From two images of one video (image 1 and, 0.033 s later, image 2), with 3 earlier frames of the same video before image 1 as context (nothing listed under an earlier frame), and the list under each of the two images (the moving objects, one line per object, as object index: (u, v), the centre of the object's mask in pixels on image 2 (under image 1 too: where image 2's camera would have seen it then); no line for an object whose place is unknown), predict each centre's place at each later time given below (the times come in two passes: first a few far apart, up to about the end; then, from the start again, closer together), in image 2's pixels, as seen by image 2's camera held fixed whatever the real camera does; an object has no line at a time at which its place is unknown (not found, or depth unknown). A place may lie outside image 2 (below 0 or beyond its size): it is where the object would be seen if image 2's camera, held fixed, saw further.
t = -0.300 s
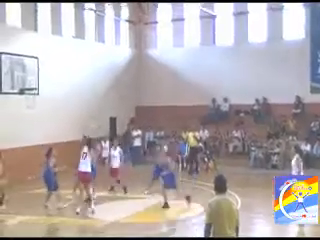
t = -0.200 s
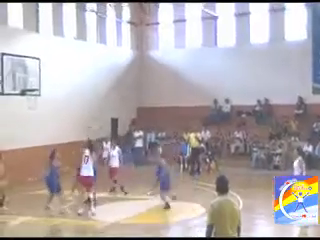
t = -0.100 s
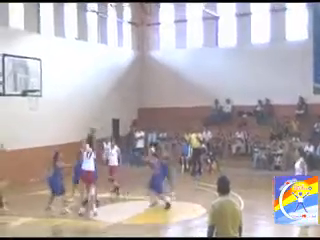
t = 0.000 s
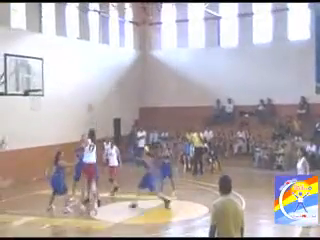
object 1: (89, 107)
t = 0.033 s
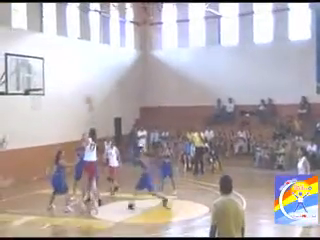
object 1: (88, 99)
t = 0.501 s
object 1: (59, 61)
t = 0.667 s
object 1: (50, 69)
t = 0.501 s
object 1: (59, 61)
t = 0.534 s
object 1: (58, 62)
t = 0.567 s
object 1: (56, 63)
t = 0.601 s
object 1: (54, 64)
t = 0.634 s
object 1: (53, 66)
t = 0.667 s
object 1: (50, 69)
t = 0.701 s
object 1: (49, 71)
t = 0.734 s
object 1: (47, 74)
